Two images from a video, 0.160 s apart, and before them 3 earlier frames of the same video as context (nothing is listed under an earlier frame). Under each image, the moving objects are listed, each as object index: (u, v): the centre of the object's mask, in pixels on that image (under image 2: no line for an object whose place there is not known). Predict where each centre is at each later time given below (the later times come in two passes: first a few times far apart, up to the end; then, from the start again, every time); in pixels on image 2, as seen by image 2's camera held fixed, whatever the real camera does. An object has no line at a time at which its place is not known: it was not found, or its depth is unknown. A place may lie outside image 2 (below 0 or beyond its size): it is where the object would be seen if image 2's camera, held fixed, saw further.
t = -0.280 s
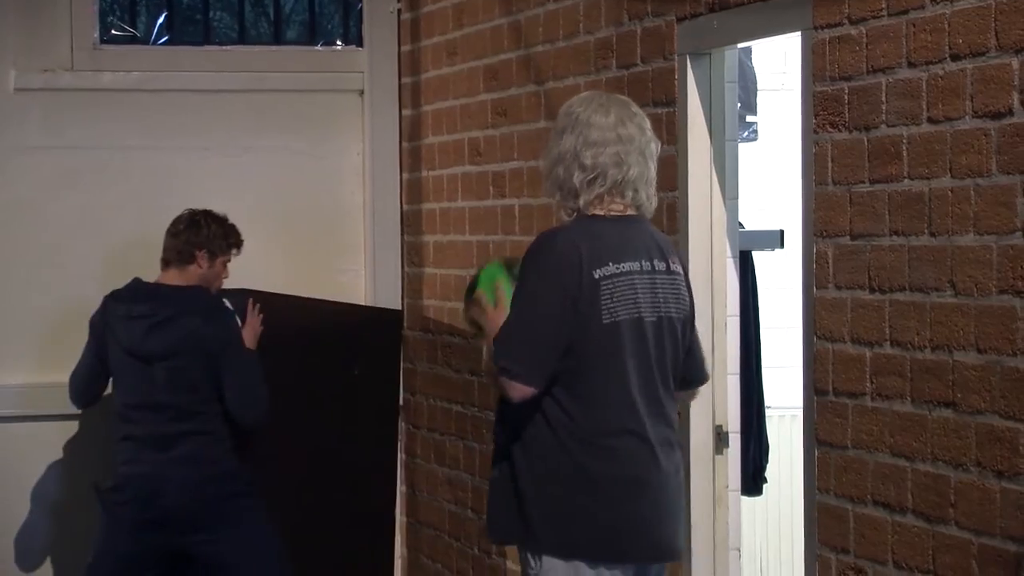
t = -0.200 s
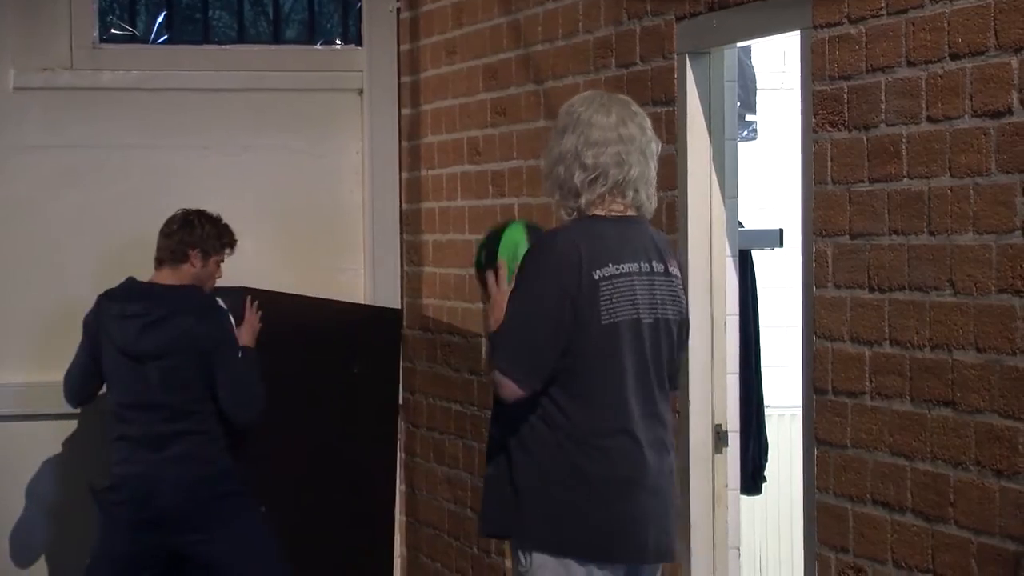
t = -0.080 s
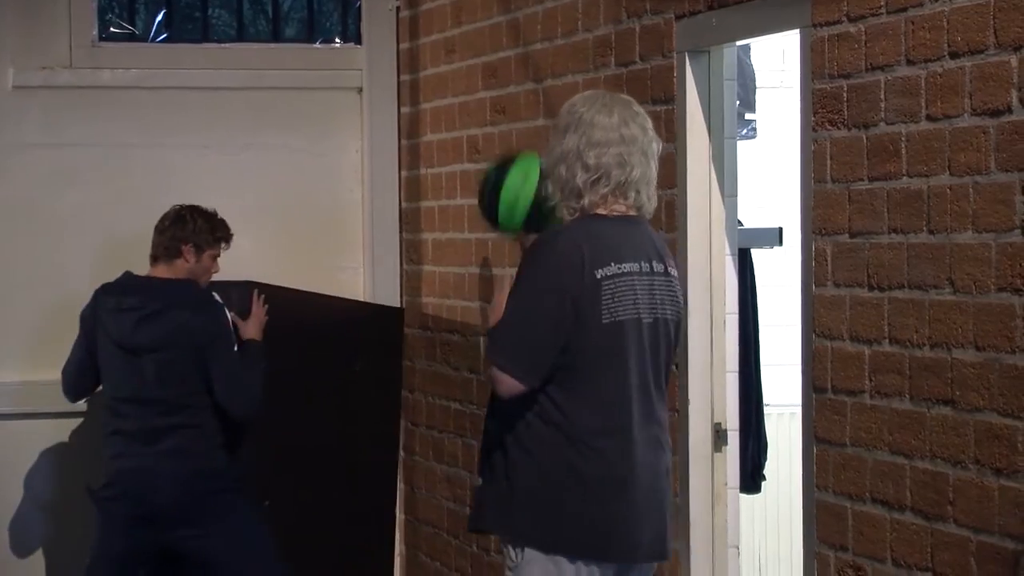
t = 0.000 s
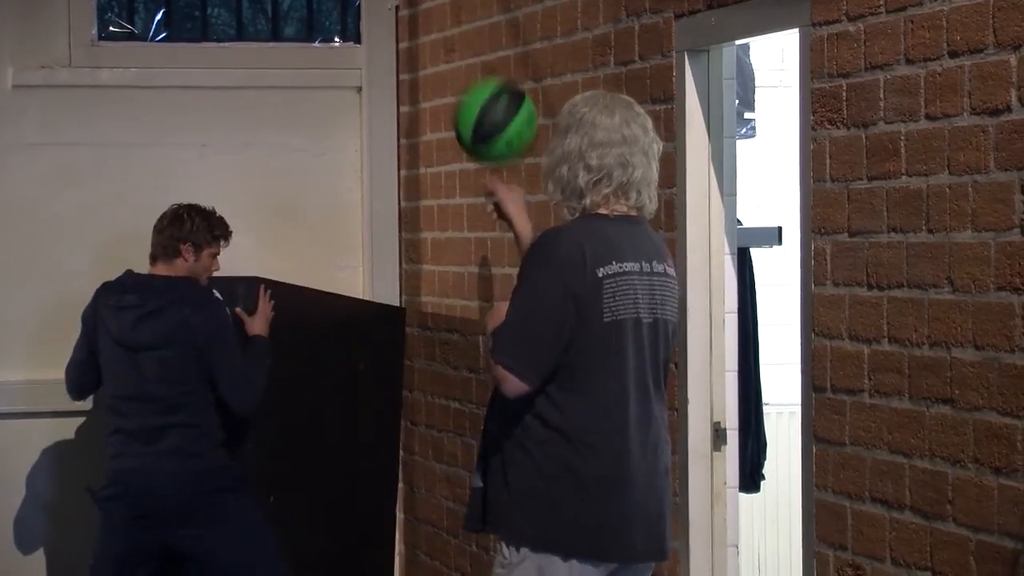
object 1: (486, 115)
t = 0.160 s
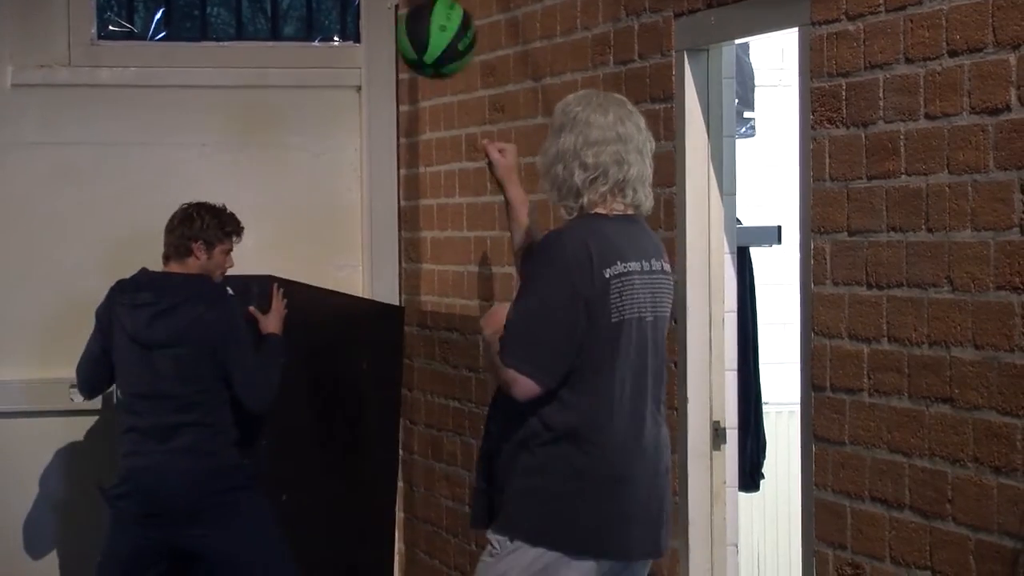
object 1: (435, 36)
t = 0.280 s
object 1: (398, 40)
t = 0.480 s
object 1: (341, 144)
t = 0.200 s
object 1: (412, 29)
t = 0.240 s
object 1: (408, 32)
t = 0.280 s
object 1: (398, 40)
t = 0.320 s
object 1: (380, 49)
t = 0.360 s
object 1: (375, 68)
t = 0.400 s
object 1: (350, 81)
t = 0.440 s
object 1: (347, 109)
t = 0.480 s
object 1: (341, 144)
